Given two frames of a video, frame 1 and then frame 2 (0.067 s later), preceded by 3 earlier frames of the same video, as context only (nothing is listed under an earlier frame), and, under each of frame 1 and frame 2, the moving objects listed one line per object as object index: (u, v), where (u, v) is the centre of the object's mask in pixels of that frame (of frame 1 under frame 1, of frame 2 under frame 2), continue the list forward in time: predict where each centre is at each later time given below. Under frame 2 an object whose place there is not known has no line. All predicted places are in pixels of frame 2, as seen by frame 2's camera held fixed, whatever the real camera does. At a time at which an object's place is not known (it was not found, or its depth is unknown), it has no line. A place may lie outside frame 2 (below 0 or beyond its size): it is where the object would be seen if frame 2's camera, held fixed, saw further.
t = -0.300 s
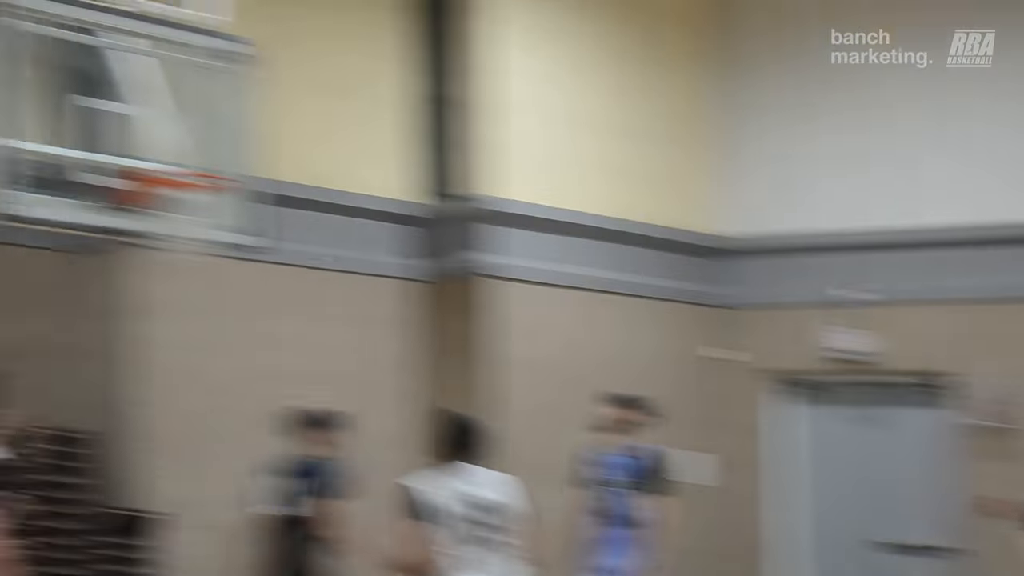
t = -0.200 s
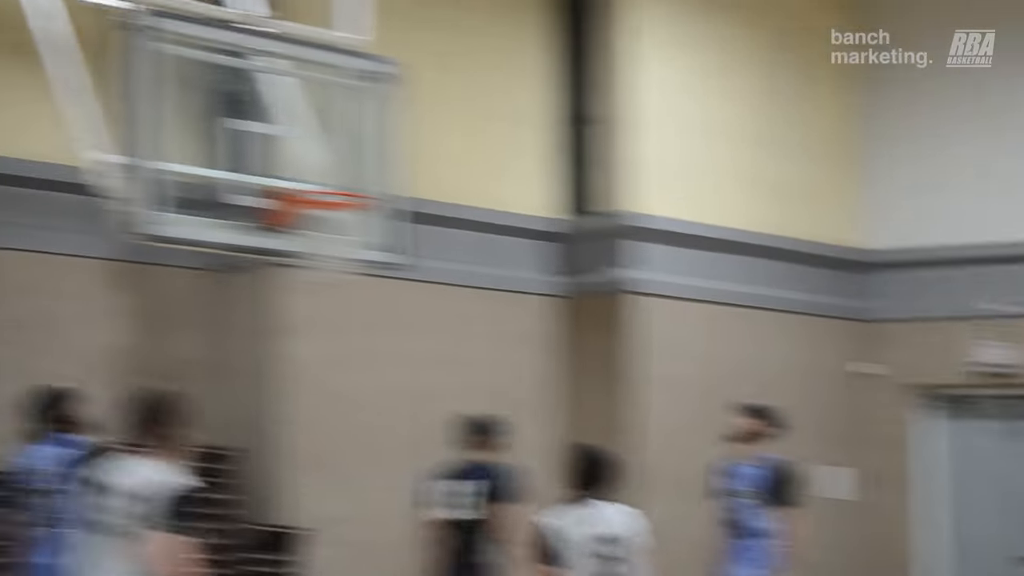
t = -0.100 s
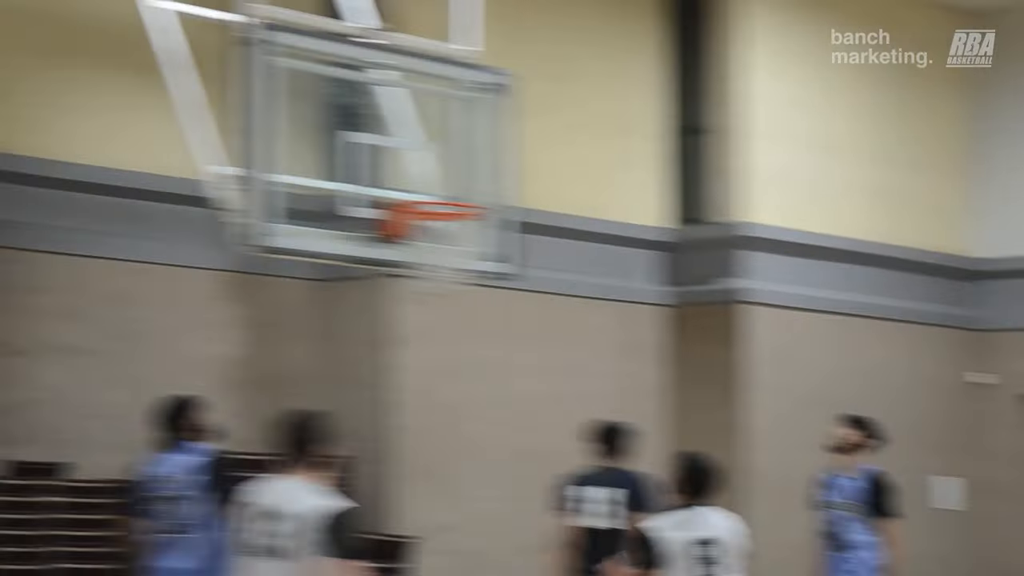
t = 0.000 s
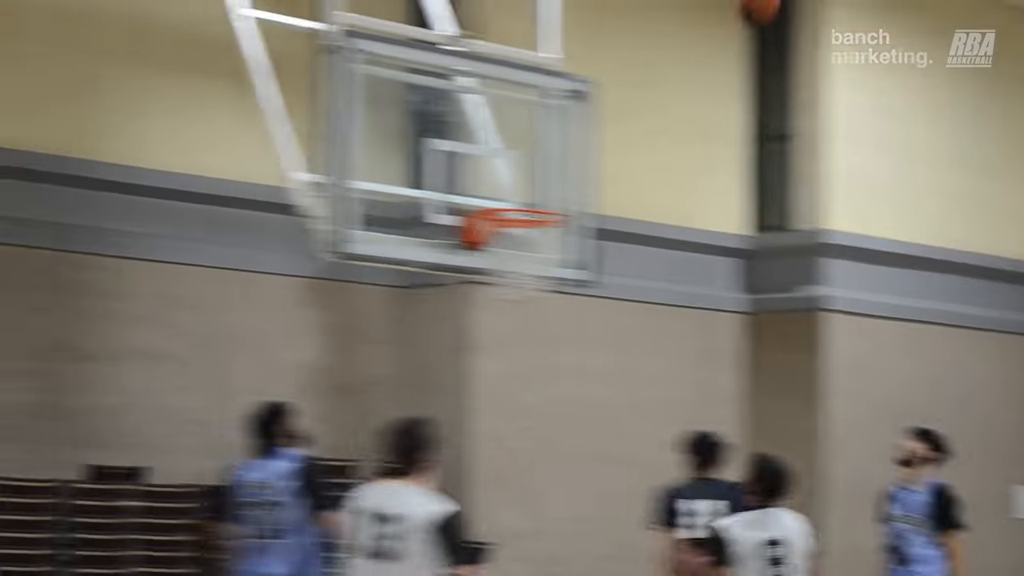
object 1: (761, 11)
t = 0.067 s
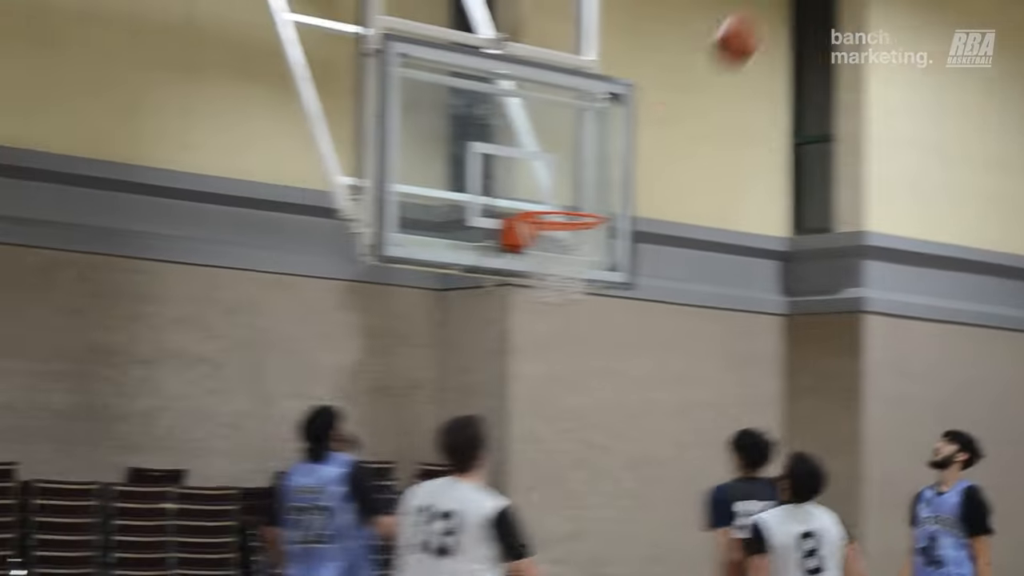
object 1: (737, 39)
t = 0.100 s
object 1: (703, 66)
